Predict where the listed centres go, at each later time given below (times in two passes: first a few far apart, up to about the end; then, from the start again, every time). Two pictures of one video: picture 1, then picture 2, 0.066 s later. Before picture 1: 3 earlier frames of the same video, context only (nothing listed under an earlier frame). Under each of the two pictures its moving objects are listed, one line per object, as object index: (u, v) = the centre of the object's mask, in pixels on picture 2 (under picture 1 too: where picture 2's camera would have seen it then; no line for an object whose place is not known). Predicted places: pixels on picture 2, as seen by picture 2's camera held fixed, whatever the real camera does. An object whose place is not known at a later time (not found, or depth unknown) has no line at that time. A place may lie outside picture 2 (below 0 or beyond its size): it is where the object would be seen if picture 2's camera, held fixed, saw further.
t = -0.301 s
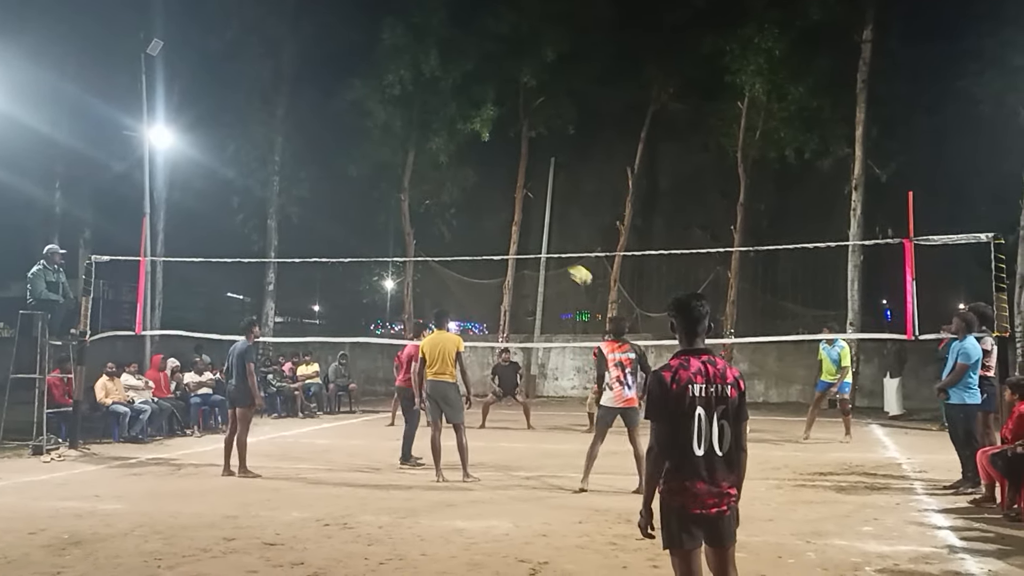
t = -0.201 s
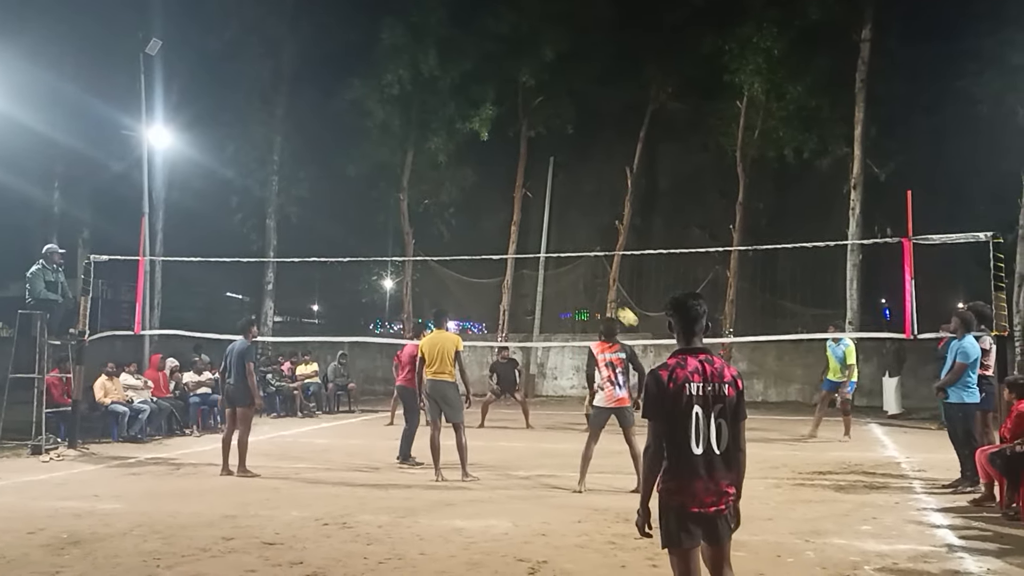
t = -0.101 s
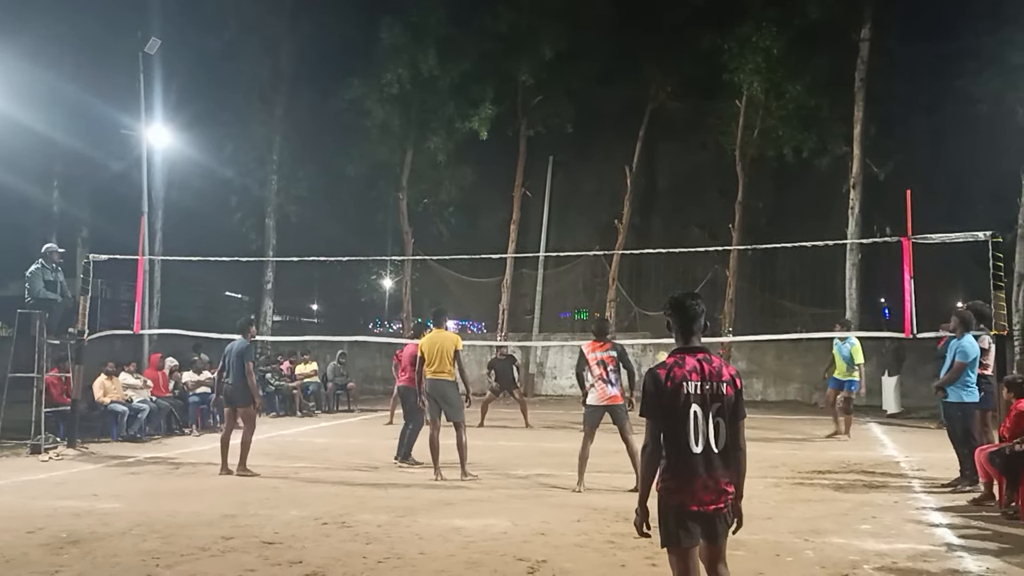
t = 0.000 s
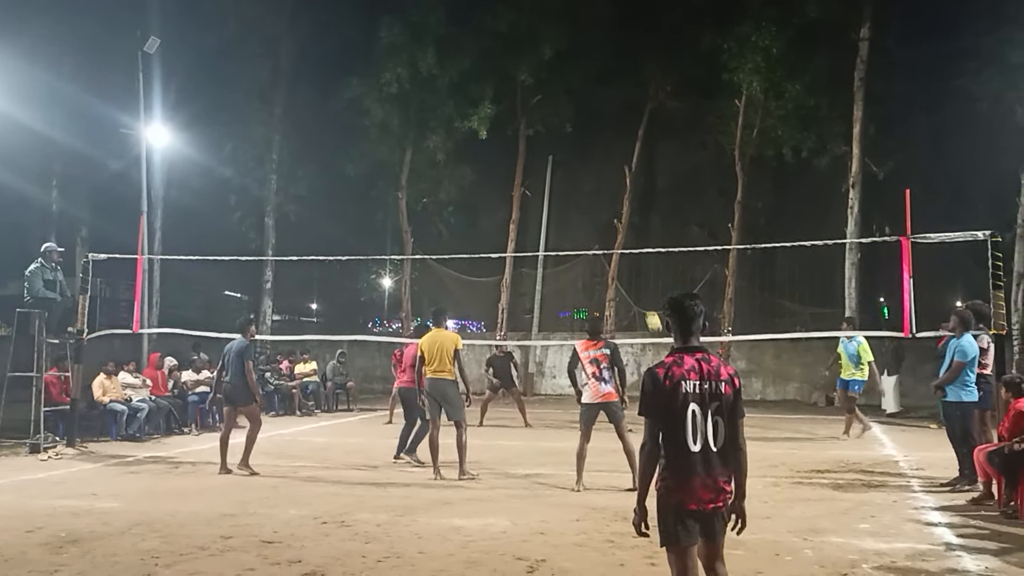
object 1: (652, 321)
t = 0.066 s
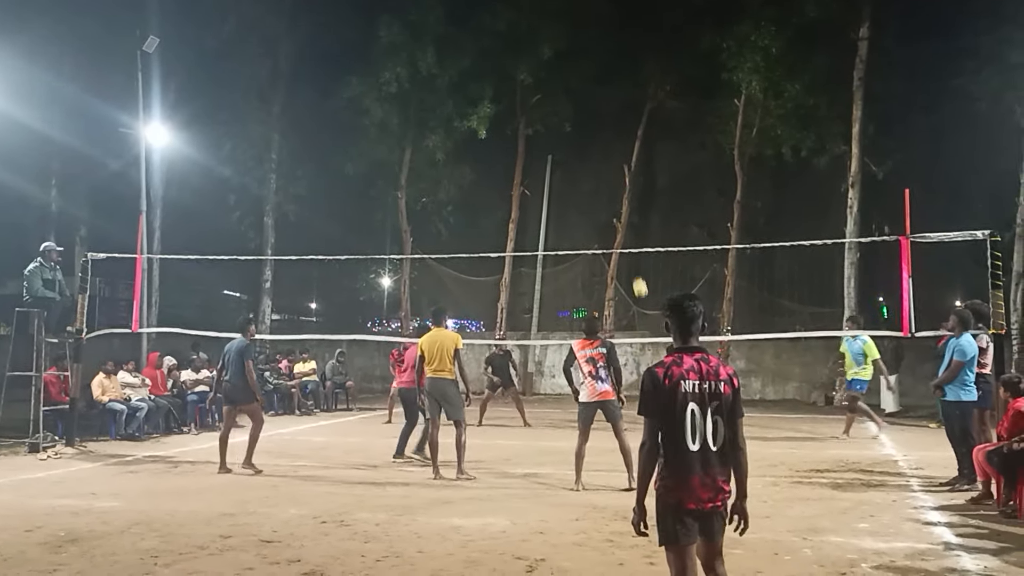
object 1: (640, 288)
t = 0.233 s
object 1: (608, 213)
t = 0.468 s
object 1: (566, 138)
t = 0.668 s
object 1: (529, 101)
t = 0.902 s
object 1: (488, 88)
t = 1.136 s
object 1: (446, 108)
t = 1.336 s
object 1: (408, 154)
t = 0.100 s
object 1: (633, 271)
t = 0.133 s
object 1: (627, 255)
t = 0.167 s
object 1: (620, 240)
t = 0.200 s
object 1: (614, 226)
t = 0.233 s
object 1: (608, 213)
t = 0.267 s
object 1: (602, 200)
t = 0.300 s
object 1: (596, 188)
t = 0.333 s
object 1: (590, 177)
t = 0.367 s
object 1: (584, 166)
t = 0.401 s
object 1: (578, 156)
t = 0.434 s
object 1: (572, 147)
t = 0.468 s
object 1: (566, 138)
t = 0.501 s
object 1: (559, 130)
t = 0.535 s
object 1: (553, 123)
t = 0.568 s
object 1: (547, 116)
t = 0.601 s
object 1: (542, 110)
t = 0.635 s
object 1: (536, 105)
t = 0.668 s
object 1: (529, 101)
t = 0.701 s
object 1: (523, 97)
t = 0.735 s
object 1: (517, 93)
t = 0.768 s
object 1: (511, 91)
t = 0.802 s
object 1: (505, 89)
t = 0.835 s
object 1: (499, 88)
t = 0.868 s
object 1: (493, 87)
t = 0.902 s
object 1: (488, 88)
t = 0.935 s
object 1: (482, 89)
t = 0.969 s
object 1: (475, 90)
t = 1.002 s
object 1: (469, 92)
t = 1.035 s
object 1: (463, 96)
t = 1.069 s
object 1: (457, 99)
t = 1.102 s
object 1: (451, 103)
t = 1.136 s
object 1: (446, 108)
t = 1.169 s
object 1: (439, 115)
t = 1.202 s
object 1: (433, 120)
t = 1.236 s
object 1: (427, 127)
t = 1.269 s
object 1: (421, 136)
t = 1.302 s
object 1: (414, 145)
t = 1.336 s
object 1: (408, 154)
